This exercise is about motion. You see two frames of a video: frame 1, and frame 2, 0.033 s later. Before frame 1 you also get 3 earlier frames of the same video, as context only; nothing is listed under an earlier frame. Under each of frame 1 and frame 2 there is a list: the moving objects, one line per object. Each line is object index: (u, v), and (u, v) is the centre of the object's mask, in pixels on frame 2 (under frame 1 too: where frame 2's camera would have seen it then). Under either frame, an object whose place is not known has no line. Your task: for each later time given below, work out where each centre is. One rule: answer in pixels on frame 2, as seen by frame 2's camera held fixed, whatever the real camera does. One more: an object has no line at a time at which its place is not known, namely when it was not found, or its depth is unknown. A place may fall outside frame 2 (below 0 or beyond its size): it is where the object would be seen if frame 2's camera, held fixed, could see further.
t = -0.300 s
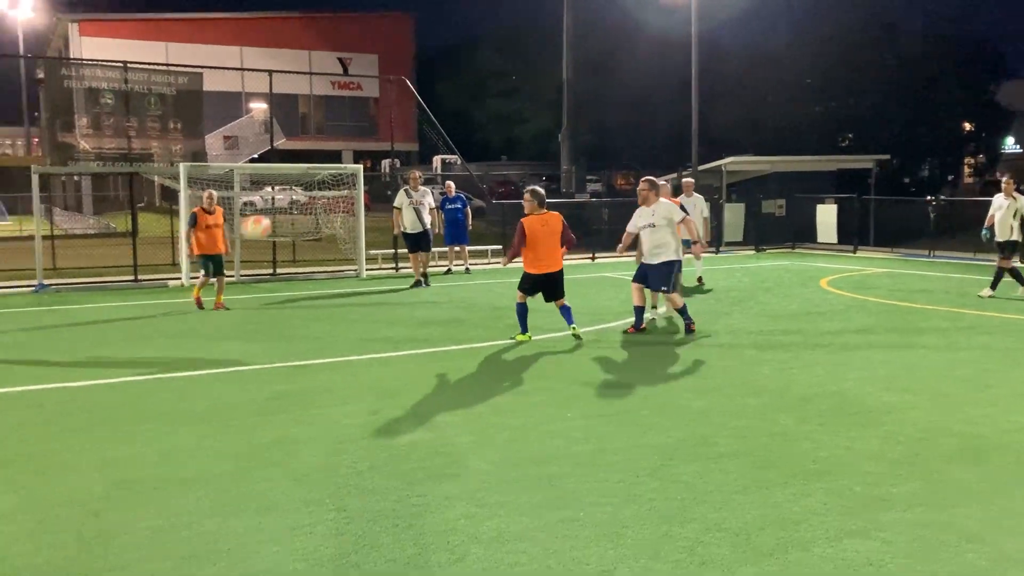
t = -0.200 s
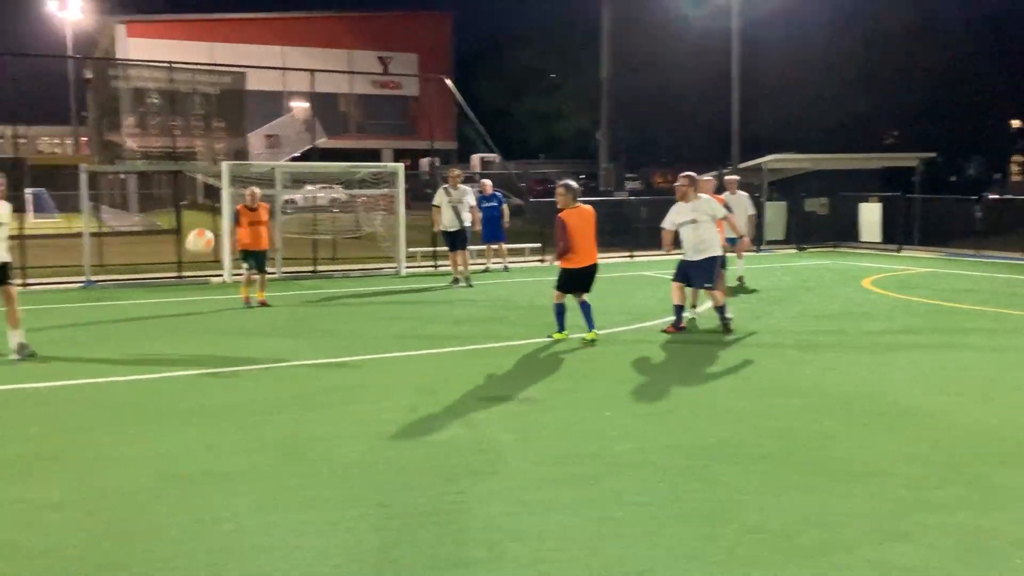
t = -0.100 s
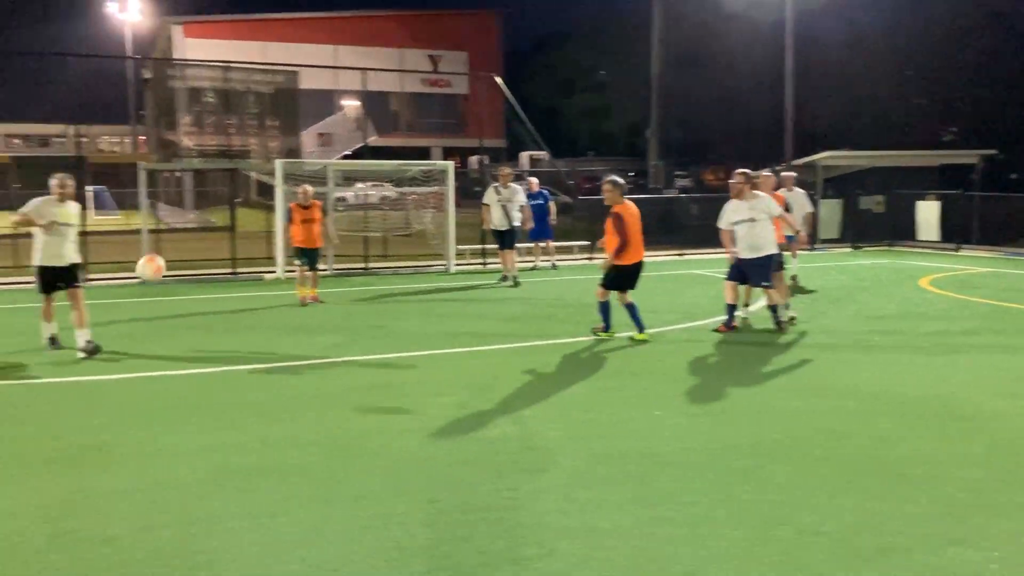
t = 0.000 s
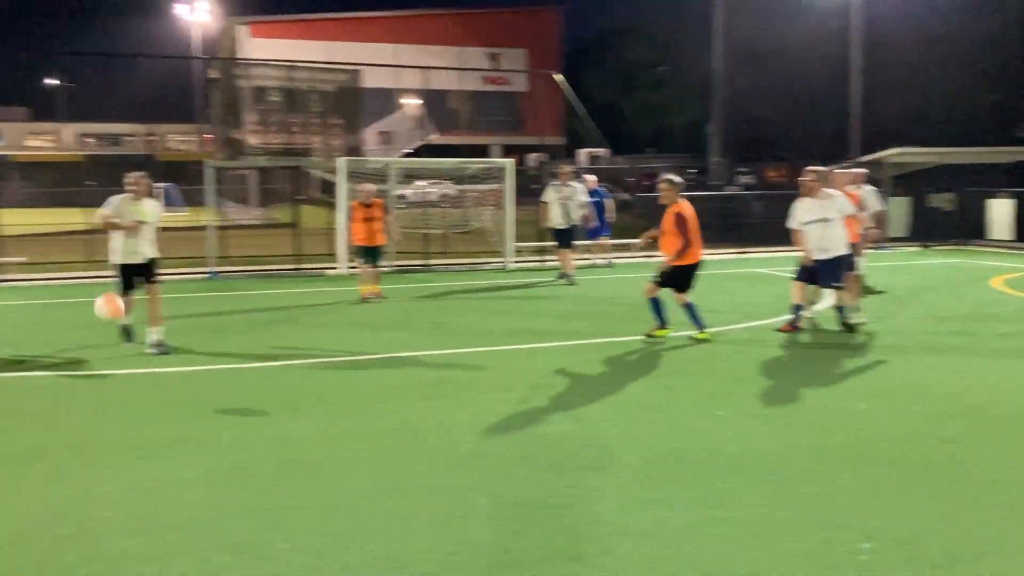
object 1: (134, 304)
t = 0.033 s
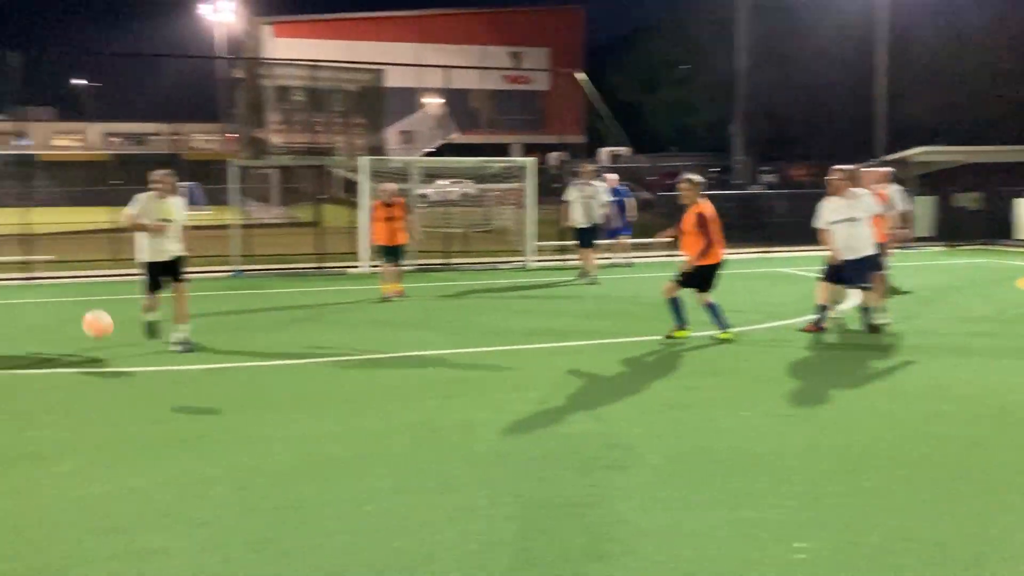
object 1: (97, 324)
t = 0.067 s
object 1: (59, 345)
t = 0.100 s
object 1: (18, 366)
